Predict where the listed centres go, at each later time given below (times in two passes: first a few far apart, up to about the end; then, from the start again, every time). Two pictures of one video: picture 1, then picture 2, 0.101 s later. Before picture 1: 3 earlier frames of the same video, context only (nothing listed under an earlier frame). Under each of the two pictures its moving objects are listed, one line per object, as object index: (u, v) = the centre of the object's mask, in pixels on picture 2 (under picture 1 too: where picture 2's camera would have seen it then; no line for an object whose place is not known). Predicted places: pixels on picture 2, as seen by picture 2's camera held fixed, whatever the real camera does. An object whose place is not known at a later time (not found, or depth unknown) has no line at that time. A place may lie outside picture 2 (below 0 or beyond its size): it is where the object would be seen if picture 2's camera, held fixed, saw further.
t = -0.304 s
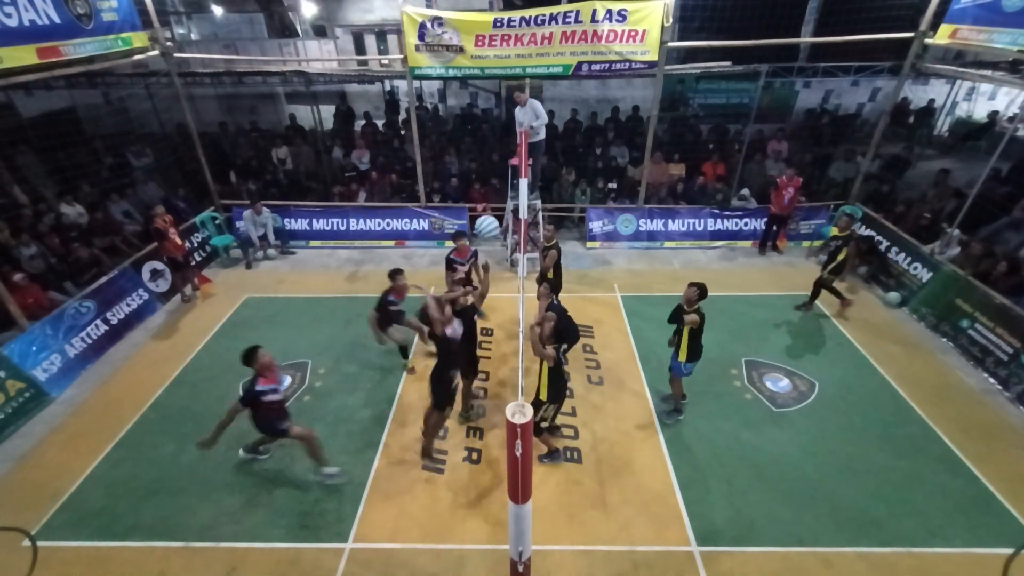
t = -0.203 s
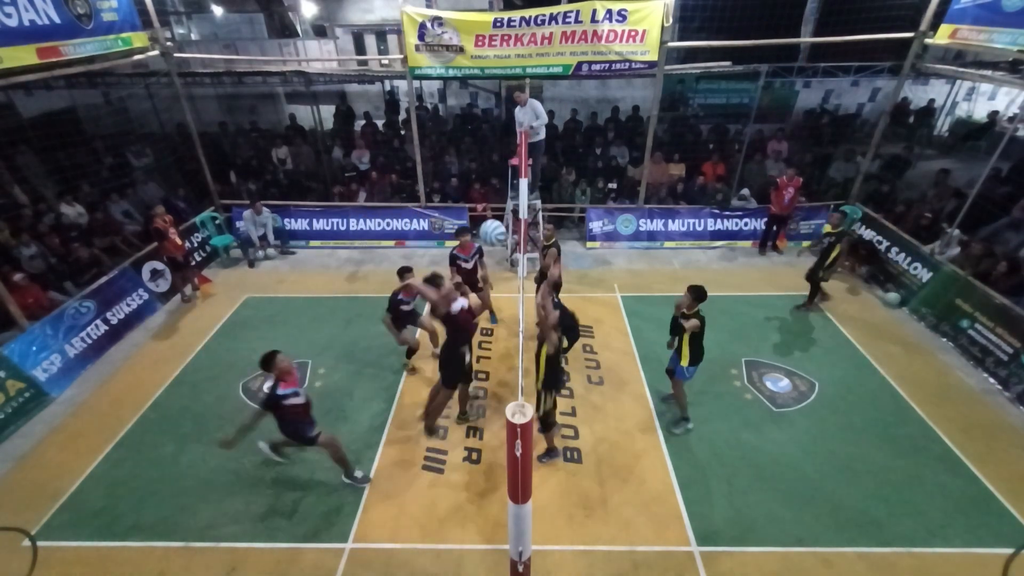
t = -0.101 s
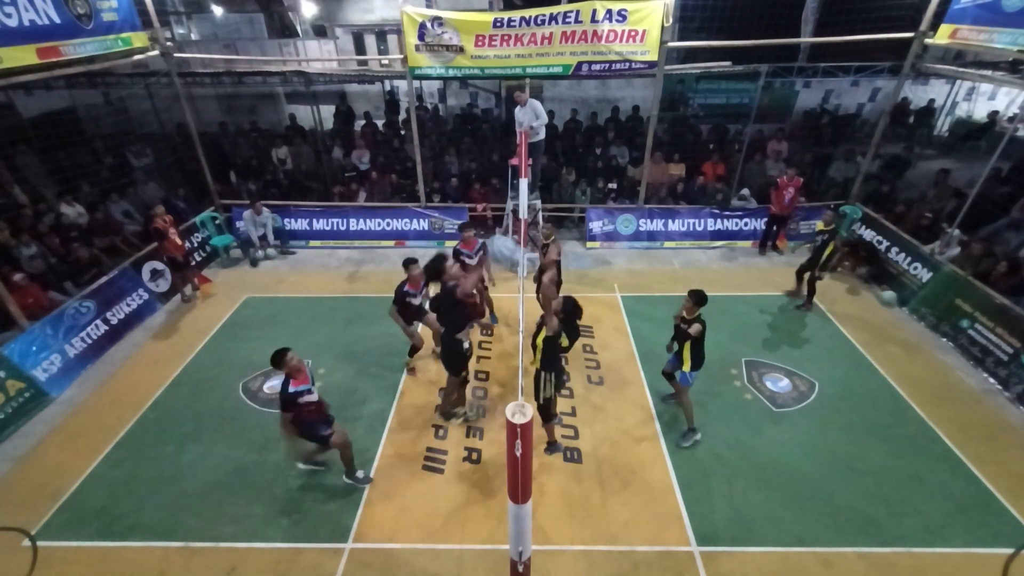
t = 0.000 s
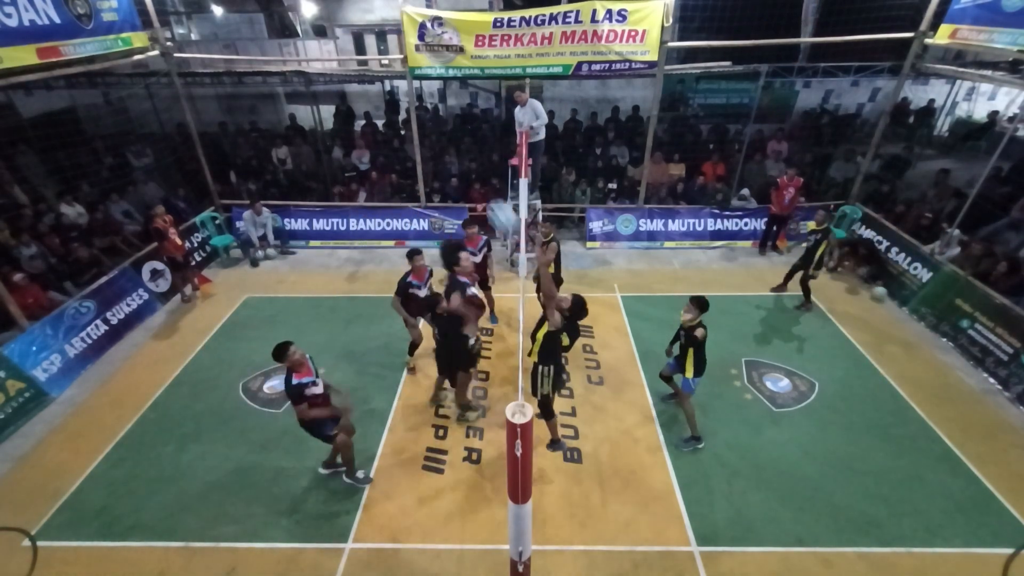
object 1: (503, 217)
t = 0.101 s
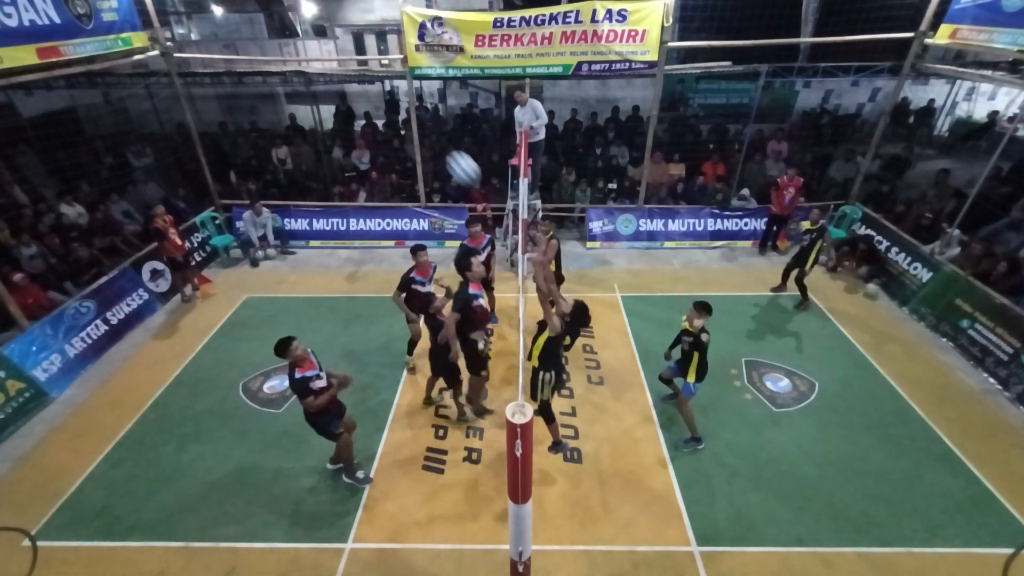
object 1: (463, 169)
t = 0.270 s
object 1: (402, 118)
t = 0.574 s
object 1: (331, 125)
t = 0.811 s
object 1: (307, 183)
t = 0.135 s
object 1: (450, 156)
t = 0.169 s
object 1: (438, 143)
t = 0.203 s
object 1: (426, 133)
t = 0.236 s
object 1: (414, 124)
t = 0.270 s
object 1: (402, 118)
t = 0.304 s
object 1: (394, 114)
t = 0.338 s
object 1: (384, 110)
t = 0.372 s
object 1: (373, 109)
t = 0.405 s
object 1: (365, 108)
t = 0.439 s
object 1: (357, 109)
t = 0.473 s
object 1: (349, 111)
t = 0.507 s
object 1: (344, 115)
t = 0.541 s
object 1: (335, 119)
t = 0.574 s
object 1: (331, 125)
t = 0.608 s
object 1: (326, 132)
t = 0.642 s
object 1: (321, 139)
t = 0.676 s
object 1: (317, 145)
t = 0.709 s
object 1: (314, 154)
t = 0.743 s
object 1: (311, 163)
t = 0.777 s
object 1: (309, 172)
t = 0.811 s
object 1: (307, 183)
